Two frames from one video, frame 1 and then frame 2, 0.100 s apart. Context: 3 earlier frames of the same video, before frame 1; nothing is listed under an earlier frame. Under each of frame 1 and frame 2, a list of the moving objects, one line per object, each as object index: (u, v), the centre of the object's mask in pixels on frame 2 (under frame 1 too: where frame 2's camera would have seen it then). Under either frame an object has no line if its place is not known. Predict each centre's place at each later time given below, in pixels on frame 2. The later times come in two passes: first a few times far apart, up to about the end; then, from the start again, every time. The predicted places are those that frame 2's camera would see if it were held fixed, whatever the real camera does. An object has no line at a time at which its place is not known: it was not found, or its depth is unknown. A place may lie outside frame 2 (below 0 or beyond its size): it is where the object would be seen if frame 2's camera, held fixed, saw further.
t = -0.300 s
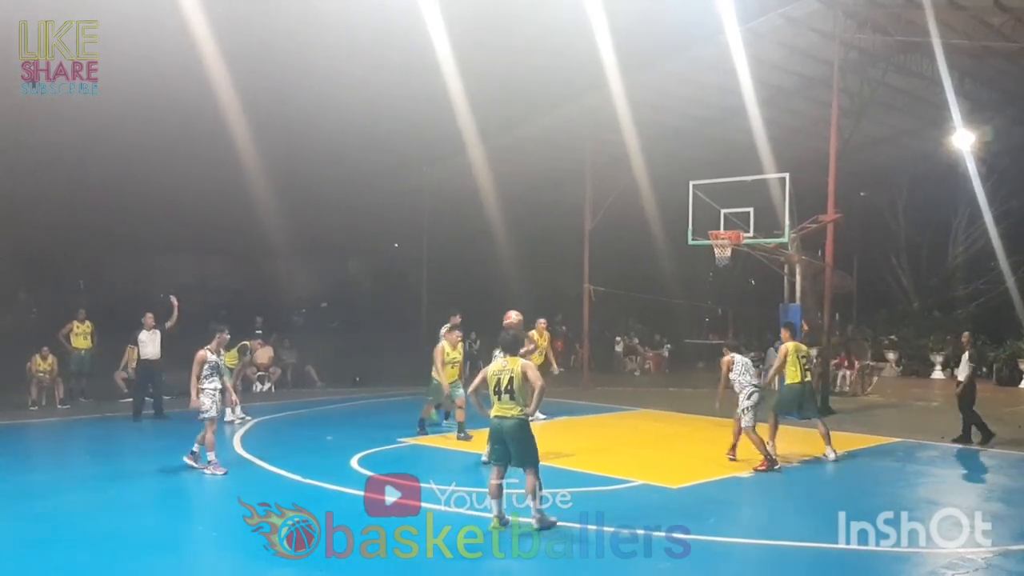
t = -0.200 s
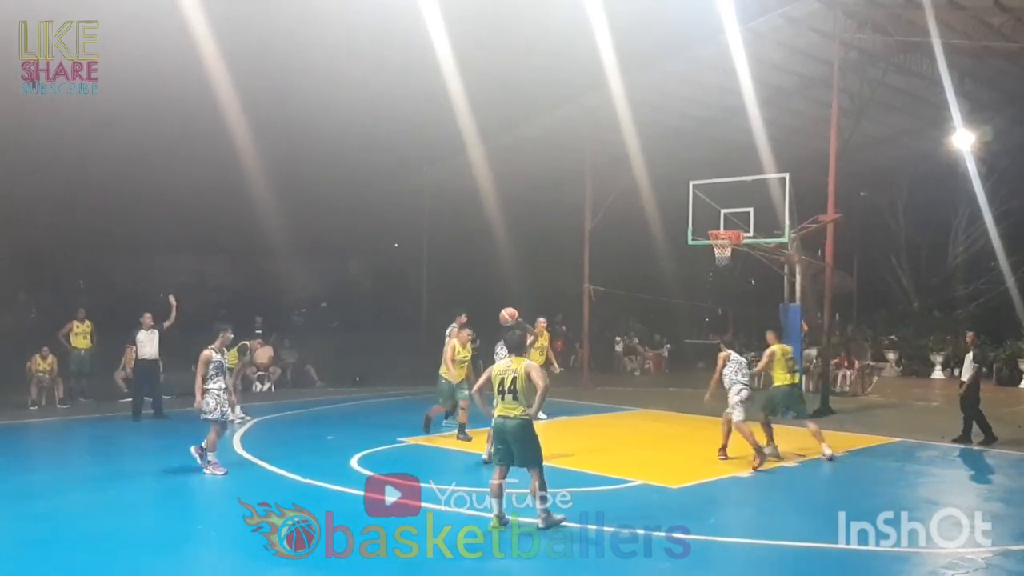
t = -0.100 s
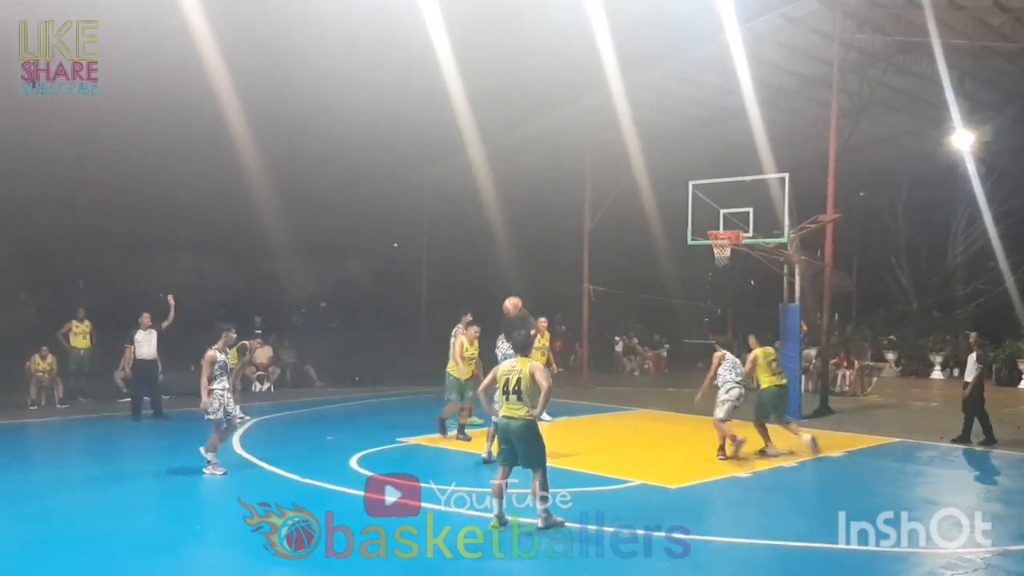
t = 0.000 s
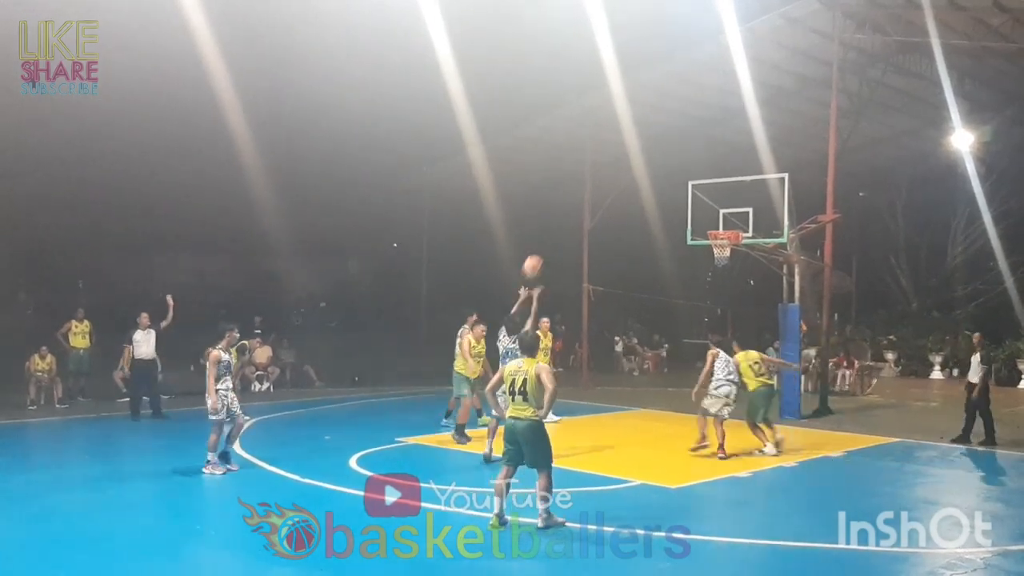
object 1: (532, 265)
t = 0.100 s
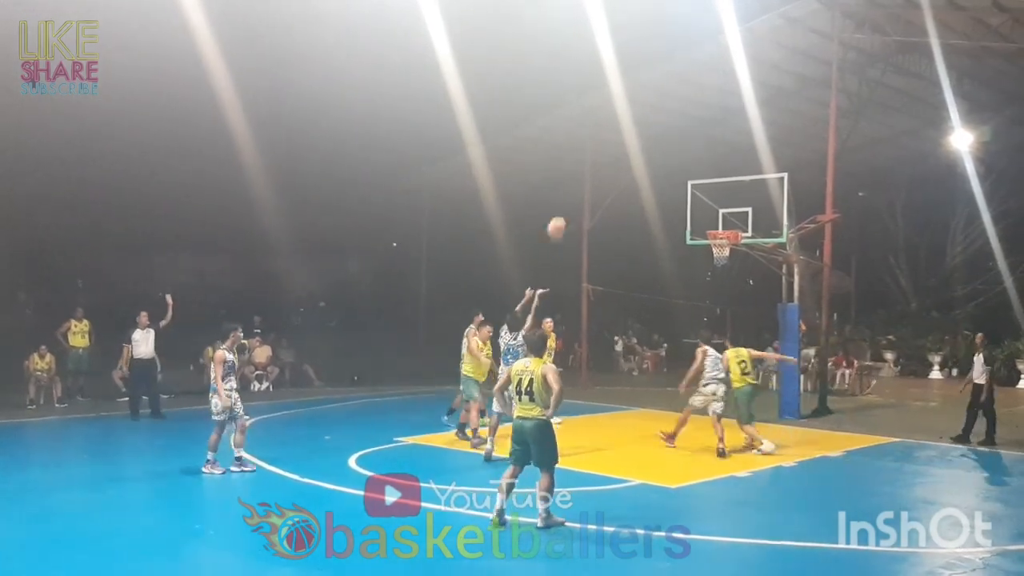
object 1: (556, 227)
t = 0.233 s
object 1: (587, 192)
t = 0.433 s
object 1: (627, 164)
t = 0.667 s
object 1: (668, 169)
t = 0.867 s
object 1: (699, 199)
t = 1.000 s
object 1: (718, 224)
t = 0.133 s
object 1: (564, 217)
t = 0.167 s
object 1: (572, 208)
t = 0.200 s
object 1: (579, 200)
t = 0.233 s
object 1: (587, 192)
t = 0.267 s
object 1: (593, 184)
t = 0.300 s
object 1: (600, 179)
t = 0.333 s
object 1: (607, 174)
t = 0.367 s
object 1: (614, 170)
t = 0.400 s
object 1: (621, 166)
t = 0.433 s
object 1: (627, 164)
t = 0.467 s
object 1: (633, 162)
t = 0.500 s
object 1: (639, 162)
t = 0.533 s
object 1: (645, 161)
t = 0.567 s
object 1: (651, 162)
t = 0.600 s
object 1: (657, 164)
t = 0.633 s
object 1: (663, 166)
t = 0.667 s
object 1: (668, 169)
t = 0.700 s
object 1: (673, 172)
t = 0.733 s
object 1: (678, 176)
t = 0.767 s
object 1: (684, 181)
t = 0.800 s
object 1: (689, 187)
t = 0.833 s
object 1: (694, 193)
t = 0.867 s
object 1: (699, 199)
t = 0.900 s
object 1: (703, 205)
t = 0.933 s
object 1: (709, 214)
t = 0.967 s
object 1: (713, 222)
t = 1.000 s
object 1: (718, 224)
